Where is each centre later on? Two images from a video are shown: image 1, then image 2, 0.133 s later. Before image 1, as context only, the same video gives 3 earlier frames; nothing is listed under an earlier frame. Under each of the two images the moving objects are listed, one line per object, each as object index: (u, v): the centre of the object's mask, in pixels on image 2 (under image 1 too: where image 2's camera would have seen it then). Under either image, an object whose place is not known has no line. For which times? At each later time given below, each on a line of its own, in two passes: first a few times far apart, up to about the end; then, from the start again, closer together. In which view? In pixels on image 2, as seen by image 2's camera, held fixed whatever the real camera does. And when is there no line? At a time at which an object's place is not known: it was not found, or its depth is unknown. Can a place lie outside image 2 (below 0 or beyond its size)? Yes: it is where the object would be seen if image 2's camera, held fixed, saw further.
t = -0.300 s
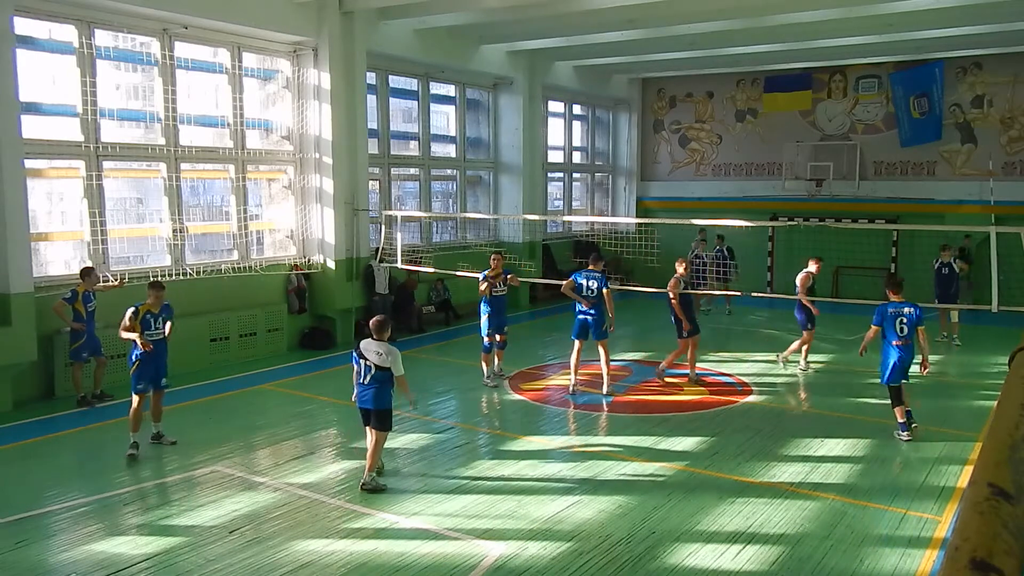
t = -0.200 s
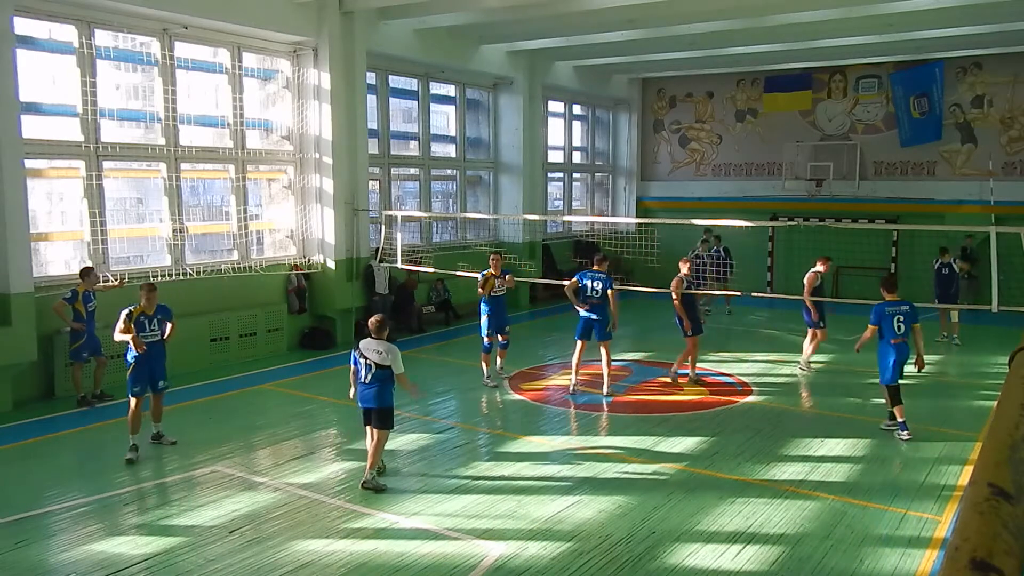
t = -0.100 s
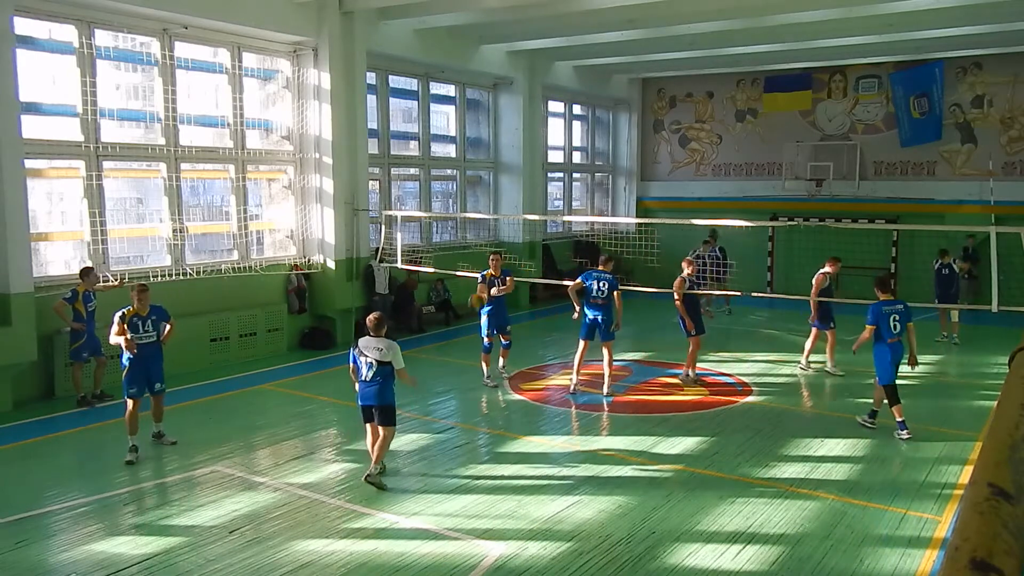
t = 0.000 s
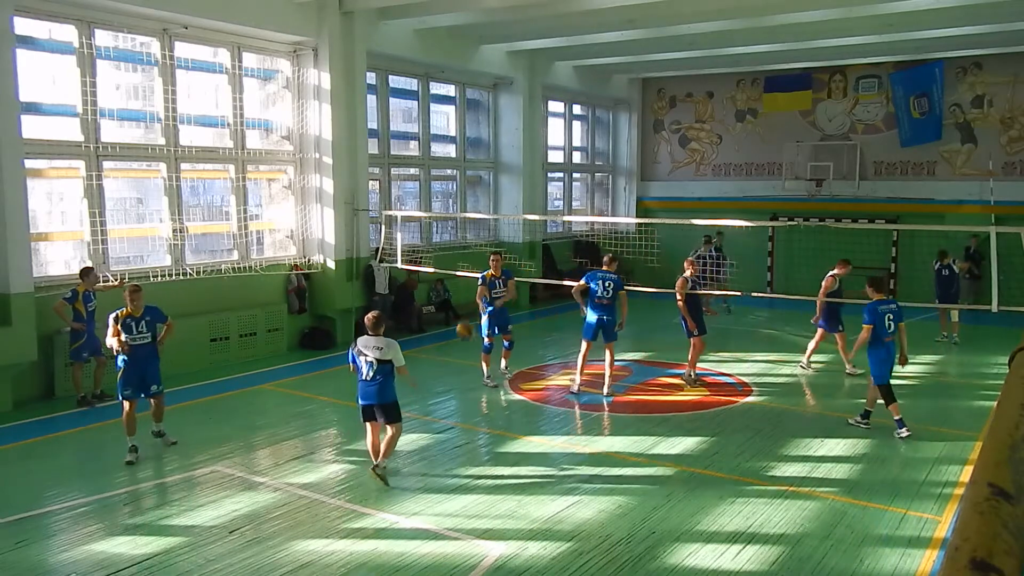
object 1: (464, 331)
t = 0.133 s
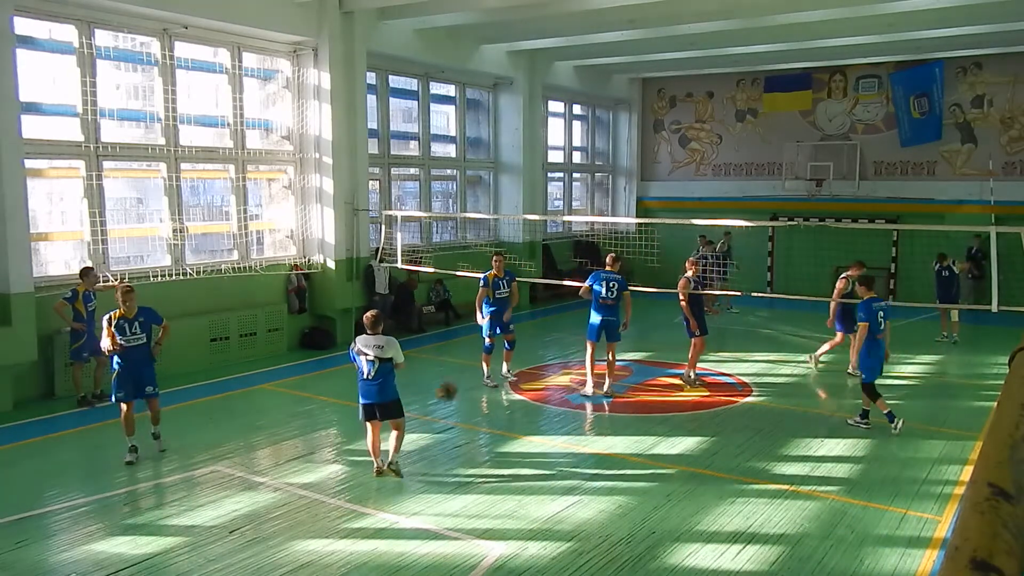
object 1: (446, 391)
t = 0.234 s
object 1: (429, 458)
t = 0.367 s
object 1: (408, 484)
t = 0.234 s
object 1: (429, 458)
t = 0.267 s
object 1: (424, 482)
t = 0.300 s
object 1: (420, 506)
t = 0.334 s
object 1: (413, 494)
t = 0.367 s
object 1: (408, 484)
